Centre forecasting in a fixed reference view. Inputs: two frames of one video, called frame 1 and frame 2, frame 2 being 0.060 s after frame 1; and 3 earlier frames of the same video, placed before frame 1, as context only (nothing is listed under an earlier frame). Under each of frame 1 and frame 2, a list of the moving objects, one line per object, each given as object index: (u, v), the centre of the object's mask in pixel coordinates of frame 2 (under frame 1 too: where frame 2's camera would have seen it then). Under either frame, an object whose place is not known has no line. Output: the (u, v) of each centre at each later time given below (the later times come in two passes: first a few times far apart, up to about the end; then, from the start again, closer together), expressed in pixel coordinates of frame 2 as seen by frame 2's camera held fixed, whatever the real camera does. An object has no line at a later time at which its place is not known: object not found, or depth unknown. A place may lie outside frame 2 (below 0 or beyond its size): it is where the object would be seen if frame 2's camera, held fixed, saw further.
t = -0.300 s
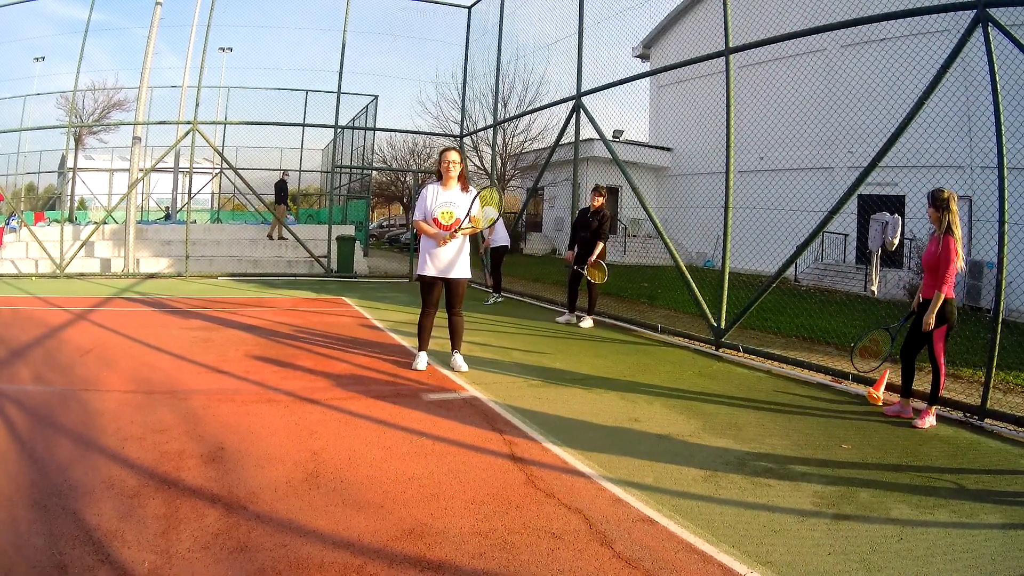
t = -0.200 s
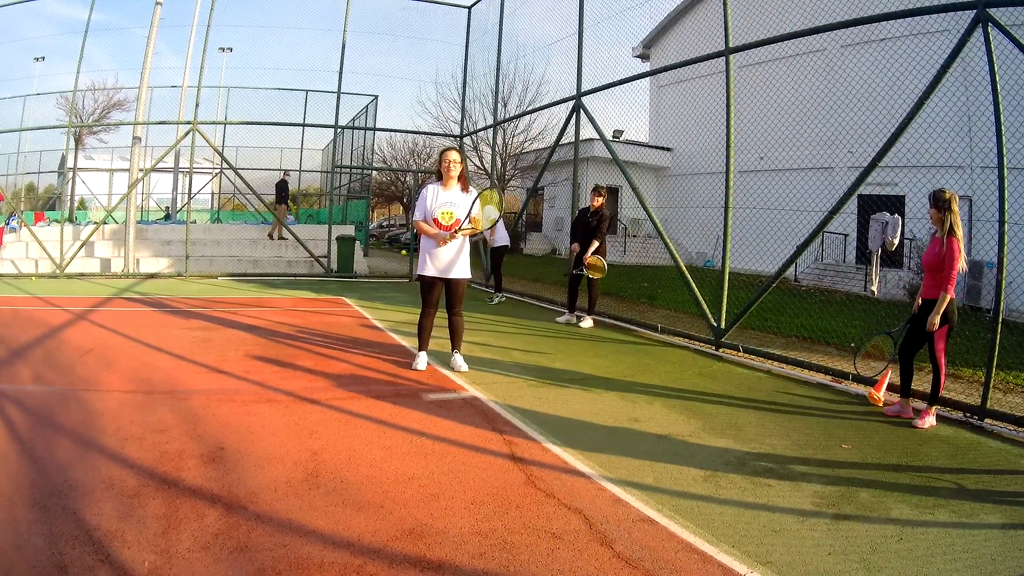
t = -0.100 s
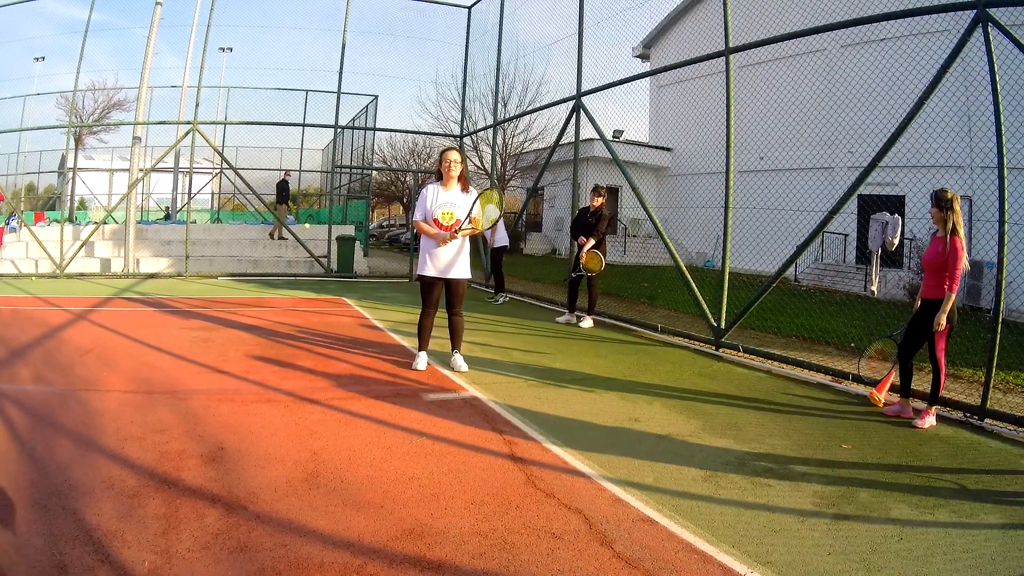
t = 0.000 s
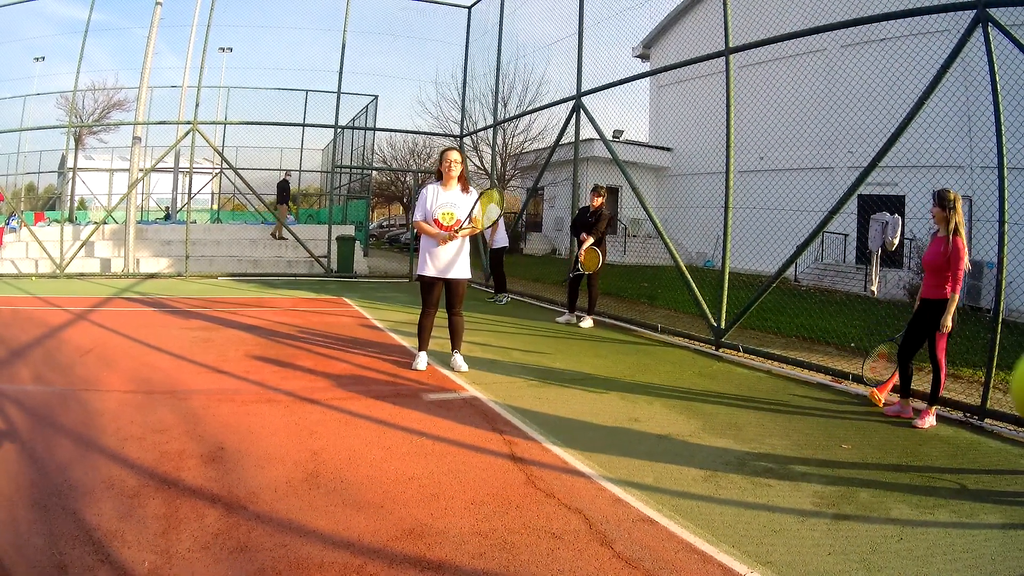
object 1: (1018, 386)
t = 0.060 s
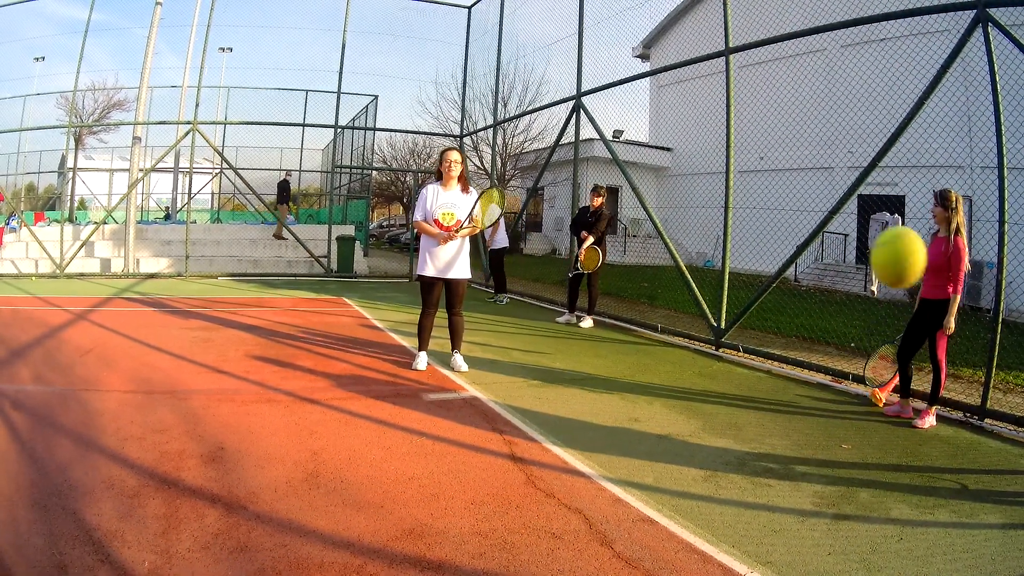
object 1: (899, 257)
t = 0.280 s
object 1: (607, 206)
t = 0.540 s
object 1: (495, 362)
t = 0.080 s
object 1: (856, 231)
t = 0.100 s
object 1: (817, 212)
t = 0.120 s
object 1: (782, 198)
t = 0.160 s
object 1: (723, 185)
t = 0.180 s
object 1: (698, 183)
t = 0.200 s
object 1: (675, 183)
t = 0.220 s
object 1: (656, 186)
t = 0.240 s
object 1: (638, 191)
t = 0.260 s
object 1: (622, 198)
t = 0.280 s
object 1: (607, 206)
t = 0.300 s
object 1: (594, 215)
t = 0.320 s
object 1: (581, 224)
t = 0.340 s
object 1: (570, 234)
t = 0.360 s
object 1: (560, 245)
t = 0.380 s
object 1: (550, 257)
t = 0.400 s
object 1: (542, 269)
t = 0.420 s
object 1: (533, 281)
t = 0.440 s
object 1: (526, 294)
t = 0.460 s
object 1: (519, 307)
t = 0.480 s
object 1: (512, 320)
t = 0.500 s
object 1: (507, 334)
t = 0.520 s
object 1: (501, 348)
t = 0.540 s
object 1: (495, 362)
